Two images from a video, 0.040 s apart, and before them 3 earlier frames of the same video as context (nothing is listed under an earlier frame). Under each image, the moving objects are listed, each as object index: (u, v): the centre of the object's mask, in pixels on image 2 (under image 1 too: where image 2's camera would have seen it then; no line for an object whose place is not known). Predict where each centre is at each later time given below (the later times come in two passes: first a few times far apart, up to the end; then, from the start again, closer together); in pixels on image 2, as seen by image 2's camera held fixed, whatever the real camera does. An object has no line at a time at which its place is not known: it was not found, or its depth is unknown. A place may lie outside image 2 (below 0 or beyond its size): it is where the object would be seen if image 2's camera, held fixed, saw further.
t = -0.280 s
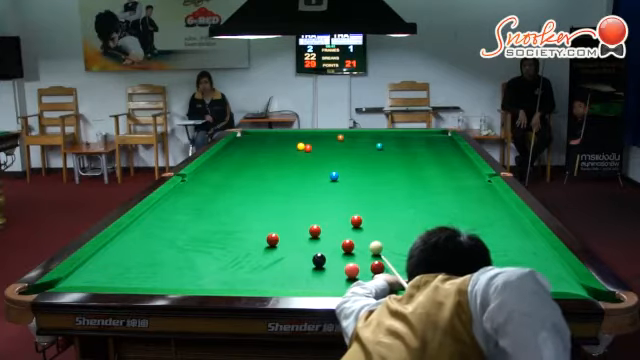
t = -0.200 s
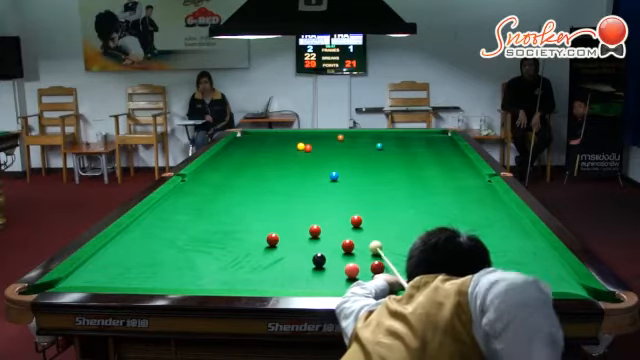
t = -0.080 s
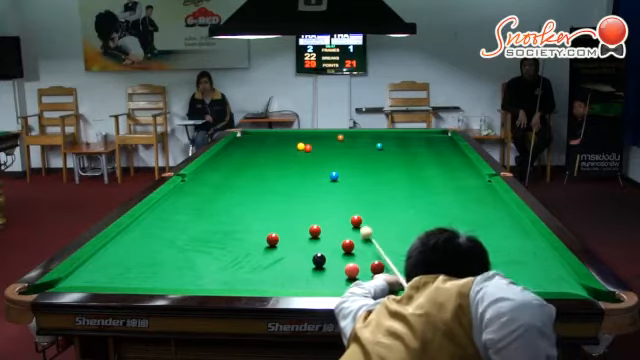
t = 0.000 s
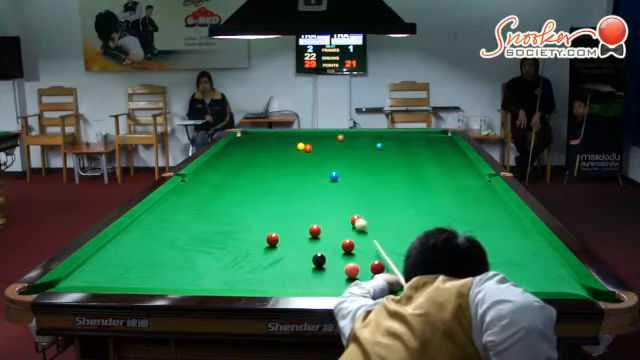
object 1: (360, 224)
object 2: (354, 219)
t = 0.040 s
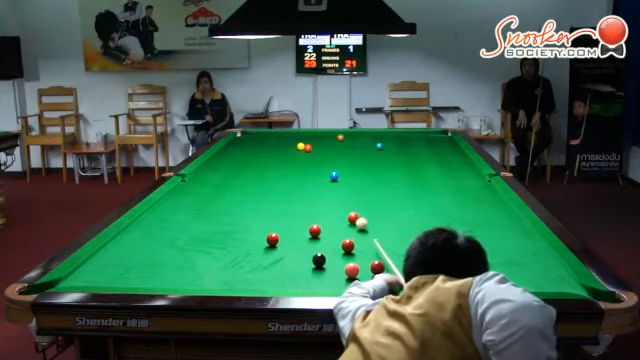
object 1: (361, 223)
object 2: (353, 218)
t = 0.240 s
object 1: (366, 219)
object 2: (338, 206)
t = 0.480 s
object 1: (371, 213)
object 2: (326, 195)
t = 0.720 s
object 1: (375, 208)
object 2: (315, 187)
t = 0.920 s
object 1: (378, 204)
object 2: (307, 180)
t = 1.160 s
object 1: (380, 200)
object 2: (299, 173)
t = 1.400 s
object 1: (384, 197)
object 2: (291, 167)
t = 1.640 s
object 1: (386, 194)
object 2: (284, 161)
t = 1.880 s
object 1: (389, 192)
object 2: (278, 157)
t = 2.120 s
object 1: (391, 189)
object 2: (274, 153)
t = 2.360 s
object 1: (392, 187)
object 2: (269, 149)
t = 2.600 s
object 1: (394, 186)
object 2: (264, 145)
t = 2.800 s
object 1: (395, 184)
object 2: (261, 142)
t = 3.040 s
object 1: (397, 183)
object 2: (258, 139)
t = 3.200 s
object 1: (397, 182)
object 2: (256, 138)
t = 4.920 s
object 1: (400, 180)
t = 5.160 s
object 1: (400, 180)
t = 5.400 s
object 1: (400, 180)
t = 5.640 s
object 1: (400, 180)
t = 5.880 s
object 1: (400, 180)
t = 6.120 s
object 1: (400, 180)
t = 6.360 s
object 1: (400, 180)
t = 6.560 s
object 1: (400, 180)
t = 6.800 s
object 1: (400, 180)
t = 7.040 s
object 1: (400, 180)
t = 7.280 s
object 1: (400, 180)
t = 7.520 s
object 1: (400, 180)
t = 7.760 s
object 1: (400, 180)
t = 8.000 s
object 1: (400, 180)
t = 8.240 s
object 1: (400, 180)
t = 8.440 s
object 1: (400, 180)
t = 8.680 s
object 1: (400, 180)
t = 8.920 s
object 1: (400, 180)
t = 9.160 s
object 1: (400, 180)
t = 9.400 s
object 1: (400, 180)
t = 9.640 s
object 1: (400, 180)
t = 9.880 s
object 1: (400, 180)
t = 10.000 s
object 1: (400, 180)
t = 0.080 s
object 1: (363, 222)
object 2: (349, 215)
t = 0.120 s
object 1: (364, 222)
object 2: (346, 212)
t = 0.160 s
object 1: (365, 221)
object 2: (343, 210)
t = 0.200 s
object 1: (366, 220)
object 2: (341, 208)
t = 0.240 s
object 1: (366, 219)
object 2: (338, 206)
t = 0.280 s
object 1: (367, 218)
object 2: (336, 204)
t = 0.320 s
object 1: (368, 217)
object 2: (334, 202)
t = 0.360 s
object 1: (369, 216)
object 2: (332, 200)
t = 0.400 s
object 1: (369, 215)
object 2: (330, 199)
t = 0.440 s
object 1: (370, 214)
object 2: (328, 197)
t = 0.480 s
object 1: (371, 213)
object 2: (326, 195)
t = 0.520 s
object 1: (371, 212)
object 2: (324, 194)
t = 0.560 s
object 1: (372, 211)
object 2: (322, 192)
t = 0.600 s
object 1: (373, 211)
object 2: (320, 191)
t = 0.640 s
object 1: (373, 210)
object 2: (318, 189)
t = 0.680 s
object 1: (374, 209)
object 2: (317, 188)
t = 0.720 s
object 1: (375, 208)
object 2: (315, 187)
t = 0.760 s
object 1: (375, 207)
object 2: (313, 185)
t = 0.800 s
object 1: (376, 207)
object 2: (312, 184)
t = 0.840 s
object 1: (376, 206)
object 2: (310, 183)
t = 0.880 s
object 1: (377, 205)
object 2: (309, 181)
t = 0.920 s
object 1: (378, 204)
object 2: (307, 180)
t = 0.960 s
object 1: (378, 204)
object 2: (306, 179)
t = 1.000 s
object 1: (378, 203)
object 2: (304, 178)
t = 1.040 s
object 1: (379, 202)
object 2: (303, 177)
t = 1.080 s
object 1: (380, 202)
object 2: (301, 175)
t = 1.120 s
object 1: (380, 201)
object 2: (300, 174)
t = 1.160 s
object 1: (380, 200)
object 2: (299, 173)
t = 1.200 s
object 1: (381, 200)
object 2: (297, 172)
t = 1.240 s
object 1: (381, 199)
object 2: (296, 171)
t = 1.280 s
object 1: (382, 199)
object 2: (295, 170)
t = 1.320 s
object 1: (383, 198)
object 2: (293, 169)
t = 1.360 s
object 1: (383, 198)
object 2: (292, 168)
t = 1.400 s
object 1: (384, 197)
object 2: (291, 167)
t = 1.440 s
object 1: (384, 197)
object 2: (290, 166)
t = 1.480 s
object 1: (384, 196)
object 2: (289, 165)
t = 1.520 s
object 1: (385, 196)
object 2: (288, 164)
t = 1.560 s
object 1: (385, 195)
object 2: (287, 163)
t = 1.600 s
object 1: (386, 195)
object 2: (285, 162)
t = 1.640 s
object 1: (386, 194)
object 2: (284, 161)
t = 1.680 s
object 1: (387, 194)
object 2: (284, 160)
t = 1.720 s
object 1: (387, 193)
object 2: (283, 160)
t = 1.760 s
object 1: (388, 193)
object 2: (282, 159)
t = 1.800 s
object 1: (388, 192)
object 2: (281, 158)
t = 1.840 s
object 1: (388, 192)
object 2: (280, 157)
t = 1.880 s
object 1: (389, 192)
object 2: (278, 157)
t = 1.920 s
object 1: (389, 191)
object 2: (277, 156)
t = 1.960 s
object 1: (389, 191)
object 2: (277, 155)
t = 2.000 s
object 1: (390, 190)
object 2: (276, 155)
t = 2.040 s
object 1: (390, 190)
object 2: (275, 154)
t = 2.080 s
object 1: (390, 190)
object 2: (274, 153)
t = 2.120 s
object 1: (391, 189)
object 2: (274, 153)
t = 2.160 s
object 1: (391, 189)
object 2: (273, 152)
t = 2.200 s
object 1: (391, 188)
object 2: (272, 151)
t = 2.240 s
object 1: (392, 188)
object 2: (271, 150)
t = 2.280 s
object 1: (392, 188)
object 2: (270, 150)
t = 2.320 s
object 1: (392, 188)
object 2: (270, 149)
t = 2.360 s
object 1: (392, 187)
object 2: (269, 149)
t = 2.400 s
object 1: (393, 187)
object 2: (268, 148)
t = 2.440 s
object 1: (393, 187)
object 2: (268, 148)
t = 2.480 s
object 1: (393, 187)
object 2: (266, 147)
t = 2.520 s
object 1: (394, 186)
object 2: (266, 146)
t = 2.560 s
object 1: (394, 186)
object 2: (265, 146)
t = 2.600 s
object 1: (394, 186)
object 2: (264, 145)
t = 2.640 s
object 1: (395, 185)
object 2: (264, 144)
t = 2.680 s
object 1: (395, 185)
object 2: (263, 144)
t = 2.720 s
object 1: (395, 185)
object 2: (263, 144)
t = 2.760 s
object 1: (395, 184)
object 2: (262, 143)
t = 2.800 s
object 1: (395, 184)
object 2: (261, 142)
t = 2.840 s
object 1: (396, 184)
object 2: (261, 142)
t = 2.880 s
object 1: (396, 184)
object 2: (260, 141)
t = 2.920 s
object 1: (396, 184)
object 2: (259, 141)
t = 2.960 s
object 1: (396, 183)
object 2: (259, 140)
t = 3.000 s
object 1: (396, 183)
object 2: (259, 140)
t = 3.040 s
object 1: (397, 183)
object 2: (258, 139)
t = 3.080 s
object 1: (397, 183)
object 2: (258, 139)
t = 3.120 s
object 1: (397, 183)
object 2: (257, 139)
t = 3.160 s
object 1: (397, 183)
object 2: (257, 139)
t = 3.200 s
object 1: (397, 182)
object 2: (256, 138)
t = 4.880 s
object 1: (400, 180)
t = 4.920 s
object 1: (400, 180)
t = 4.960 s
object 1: (400, 180)
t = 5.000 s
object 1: (400, 180)
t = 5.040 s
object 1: (400, 180)
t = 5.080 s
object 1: (400, 180)
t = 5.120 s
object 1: (400, 180)
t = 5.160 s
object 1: (400, 180)
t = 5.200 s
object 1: (400, 180)
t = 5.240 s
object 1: (400, 180)
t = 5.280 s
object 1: (400, 180)
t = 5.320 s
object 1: (400, 180)
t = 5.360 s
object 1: (400, 180)
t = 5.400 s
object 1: (400, 180)
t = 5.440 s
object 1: (400, 180)
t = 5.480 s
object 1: (400, 180)
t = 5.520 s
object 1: (400, 180)
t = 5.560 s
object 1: (400, 180)
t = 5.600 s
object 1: (400, 180)
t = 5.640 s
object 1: (400, 180)
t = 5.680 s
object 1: (400, 180)
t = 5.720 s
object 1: (400, 180)
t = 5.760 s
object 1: (400, 180)
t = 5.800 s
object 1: (400, 180)
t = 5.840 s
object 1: (400, 180)
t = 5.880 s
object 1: (400, 180)
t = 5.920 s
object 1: (400, 180)
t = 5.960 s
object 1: (400, 180)
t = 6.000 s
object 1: (400, 180)
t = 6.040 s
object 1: (400, 180)
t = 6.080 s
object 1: (400, 180)
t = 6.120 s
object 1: (400, 180)
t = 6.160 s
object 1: (400, 180)
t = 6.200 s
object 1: (400, 180)
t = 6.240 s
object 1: (400, 180)
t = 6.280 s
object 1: (400, 180)
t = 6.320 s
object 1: (400, 180)
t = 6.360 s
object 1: (400, 180)
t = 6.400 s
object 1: (400, 180)
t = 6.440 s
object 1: (400, 180)
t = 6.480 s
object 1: (400, 180)
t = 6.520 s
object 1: (400, 180)
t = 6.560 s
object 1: (400, 180)
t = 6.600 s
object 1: (400, 180)
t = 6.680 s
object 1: (400, 180)
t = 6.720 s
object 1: (400, 180)
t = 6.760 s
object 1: (400, 180)
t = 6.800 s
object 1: (400, 180)
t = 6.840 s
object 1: (400, 180)
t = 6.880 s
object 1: (400, 180)
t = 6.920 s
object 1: (400, 180)
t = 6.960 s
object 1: (400, 180)
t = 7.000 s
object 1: (400, 180)
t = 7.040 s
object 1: (400, 180)
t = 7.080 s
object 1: (400, 180)
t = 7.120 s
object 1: (400, 180)
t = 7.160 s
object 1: (400, 180)
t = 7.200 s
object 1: (400, 180)
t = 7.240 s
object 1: (400, 180)
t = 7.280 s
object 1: (400, 180)
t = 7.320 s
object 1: (400, 180)
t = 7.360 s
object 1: (400, 180)
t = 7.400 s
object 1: (400, 180)
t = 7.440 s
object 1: (400, 180)
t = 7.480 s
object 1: (400, 180)
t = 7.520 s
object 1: (400, 180)
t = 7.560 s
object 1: (400, 180)
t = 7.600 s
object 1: (400, 180)
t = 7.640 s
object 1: (400, 180)
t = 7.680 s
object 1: (400, 180)
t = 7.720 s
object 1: (400, 180)
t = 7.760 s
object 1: (400, 180)
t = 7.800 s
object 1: (400, 180)
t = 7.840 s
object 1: (400, 180)
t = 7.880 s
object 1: (400, 180)
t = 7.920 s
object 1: (400, 180)
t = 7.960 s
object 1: (400, 180)
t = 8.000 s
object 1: (400, 180)
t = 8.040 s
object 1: (400, 180)
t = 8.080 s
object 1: (400, 180)
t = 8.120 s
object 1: (400, 180)
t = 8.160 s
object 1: (400, 180)
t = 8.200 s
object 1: (400, 180)
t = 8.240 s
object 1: (400, 180)
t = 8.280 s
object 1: (400, 180)
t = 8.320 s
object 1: (400, 180)
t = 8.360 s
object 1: (400, 180)
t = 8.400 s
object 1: (400, 180)
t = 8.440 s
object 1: (400, 180)
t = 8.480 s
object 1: (400, 180)
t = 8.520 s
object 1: (400, 180)
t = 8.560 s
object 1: (400, 180)
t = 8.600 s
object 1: (400, 180)
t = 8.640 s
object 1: (400, 180)
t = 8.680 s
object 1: (400, 180)
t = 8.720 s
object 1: (400, 180)
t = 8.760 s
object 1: (400, 180)
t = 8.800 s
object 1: (400, 180)
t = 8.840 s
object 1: (400, 180)
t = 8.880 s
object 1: (400, 180)
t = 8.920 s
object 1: (400, 180)
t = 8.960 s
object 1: (400, 180)
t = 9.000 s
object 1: (400, 180)
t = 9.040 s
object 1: (400, 180)
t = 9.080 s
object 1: (400, 180)
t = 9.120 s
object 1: (400, 180)
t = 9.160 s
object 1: (400, 180)
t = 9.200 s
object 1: (400, 180)
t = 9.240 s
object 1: (400, 180)
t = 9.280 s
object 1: (400, 180)
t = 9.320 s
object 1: (400, 180)
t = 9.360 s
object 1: (400, 180)
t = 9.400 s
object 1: (400, 180)
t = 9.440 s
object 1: (400, 180)
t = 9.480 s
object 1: (400, 180)
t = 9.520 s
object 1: (400, 180)
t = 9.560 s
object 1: (400, 180)
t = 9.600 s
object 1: (400, 180)
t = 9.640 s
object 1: (400, 180)
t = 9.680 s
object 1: (400, 180)
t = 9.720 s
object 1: (400, 180)
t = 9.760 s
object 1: (400, 180)
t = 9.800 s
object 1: (400, 180)
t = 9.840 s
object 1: (400, 180)
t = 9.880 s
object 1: (400, 180)
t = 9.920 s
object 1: (400, 180)
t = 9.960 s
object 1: (400, 180)
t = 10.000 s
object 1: (400, 180)
